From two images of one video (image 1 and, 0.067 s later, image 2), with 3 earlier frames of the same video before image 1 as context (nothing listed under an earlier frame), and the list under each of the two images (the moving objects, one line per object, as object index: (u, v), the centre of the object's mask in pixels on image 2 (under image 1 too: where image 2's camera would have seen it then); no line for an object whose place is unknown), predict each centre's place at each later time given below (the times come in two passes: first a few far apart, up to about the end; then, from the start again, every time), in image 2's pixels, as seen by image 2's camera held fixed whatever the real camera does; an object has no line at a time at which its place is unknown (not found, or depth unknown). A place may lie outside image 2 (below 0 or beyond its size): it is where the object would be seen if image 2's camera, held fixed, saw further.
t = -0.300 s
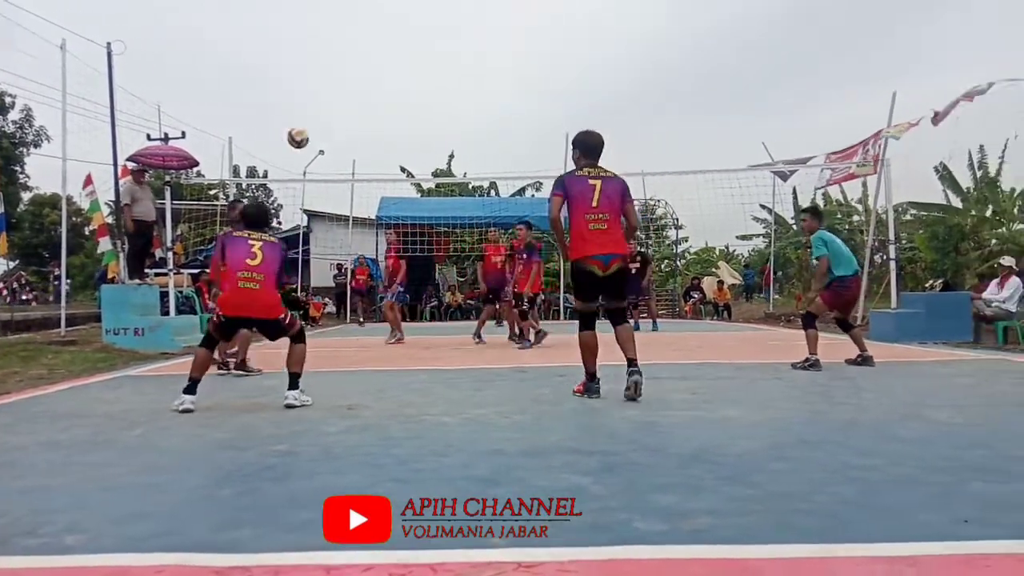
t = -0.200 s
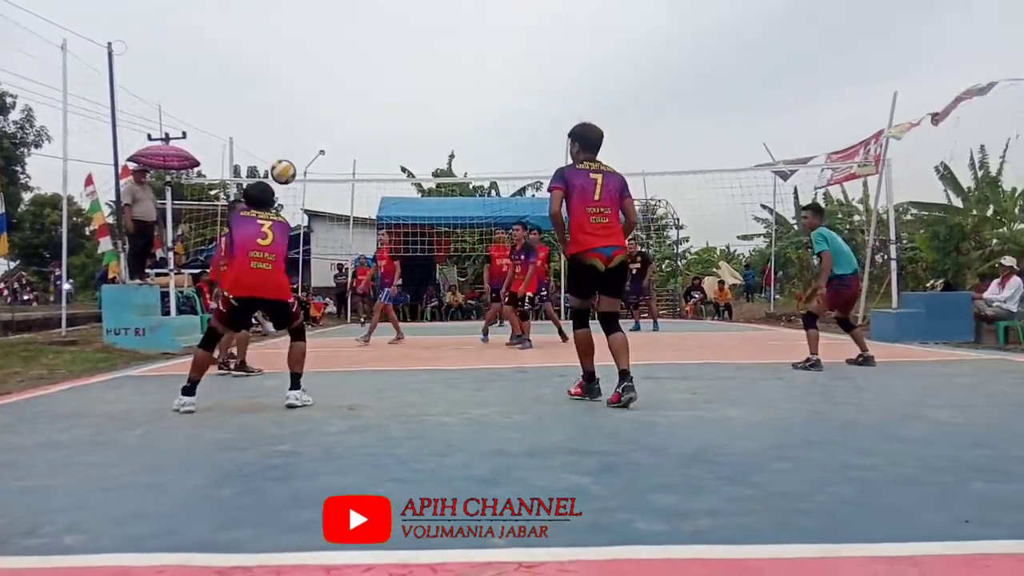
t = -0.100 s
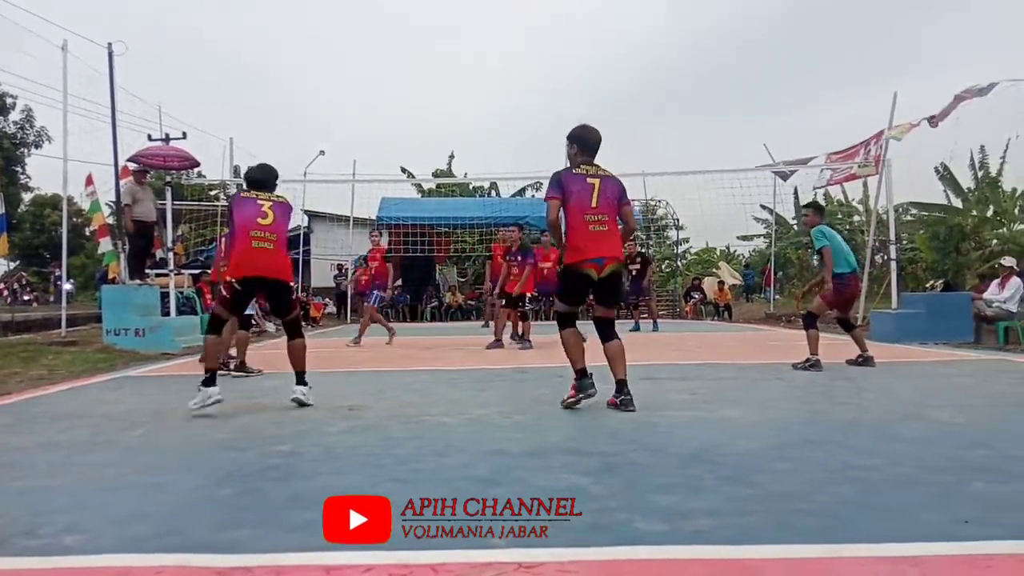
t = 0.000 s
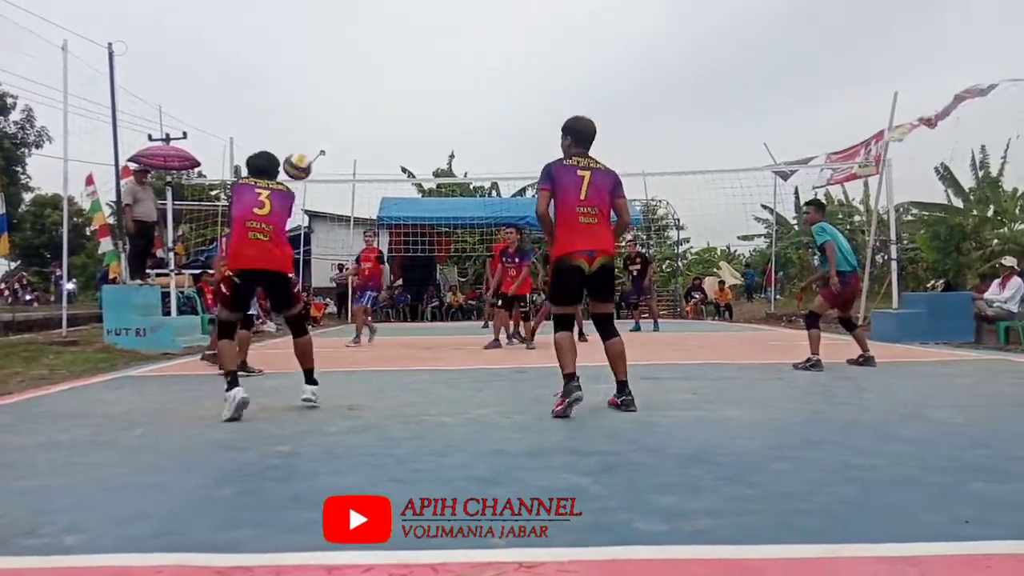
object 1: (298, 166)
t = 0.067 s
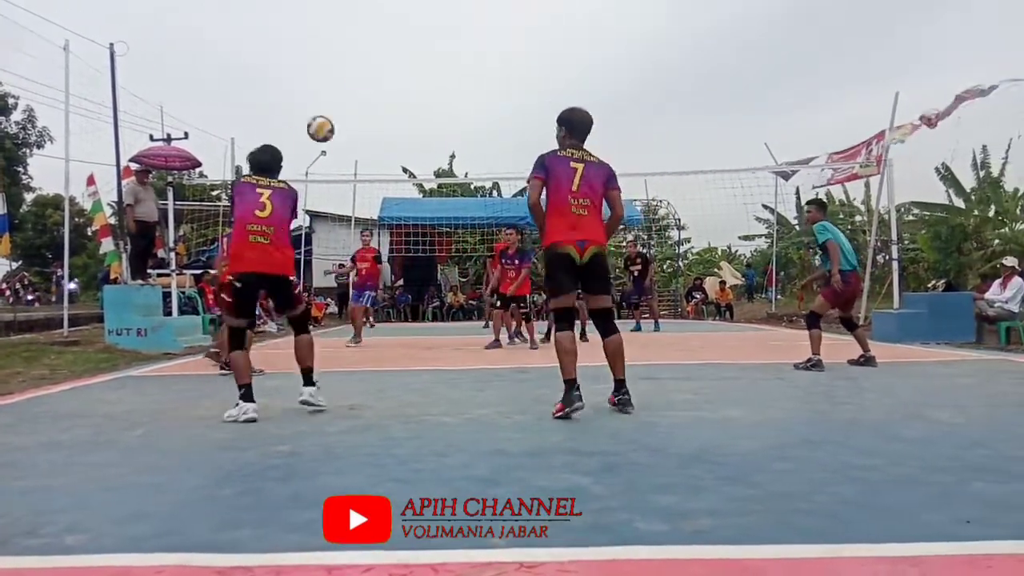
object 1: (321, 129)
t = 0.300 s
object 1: (385, 54)
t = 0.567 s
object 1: (444, 54)
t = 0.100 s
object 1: (331, 113)
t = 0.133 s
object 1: (340, 99)
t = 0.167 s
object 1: (350, 87)
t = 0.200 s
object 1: (360, 76)
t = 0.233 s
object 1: (368, 67)
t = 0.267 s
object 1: (377, 60)
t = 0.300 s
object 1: (385, 54)
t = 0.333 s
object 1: (394, 51)
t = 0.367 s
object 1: (402, 48)
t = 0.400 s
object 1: (409, 46)
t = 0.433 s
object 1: (417, 45)
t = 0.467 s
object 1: (424, 45)
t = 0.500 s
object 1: (431, 47)
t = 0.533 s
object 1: (438, 50)
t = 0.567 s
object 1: (444, 54)
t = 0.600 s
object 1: (451, 59)
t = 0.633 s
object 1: (457, 64)
